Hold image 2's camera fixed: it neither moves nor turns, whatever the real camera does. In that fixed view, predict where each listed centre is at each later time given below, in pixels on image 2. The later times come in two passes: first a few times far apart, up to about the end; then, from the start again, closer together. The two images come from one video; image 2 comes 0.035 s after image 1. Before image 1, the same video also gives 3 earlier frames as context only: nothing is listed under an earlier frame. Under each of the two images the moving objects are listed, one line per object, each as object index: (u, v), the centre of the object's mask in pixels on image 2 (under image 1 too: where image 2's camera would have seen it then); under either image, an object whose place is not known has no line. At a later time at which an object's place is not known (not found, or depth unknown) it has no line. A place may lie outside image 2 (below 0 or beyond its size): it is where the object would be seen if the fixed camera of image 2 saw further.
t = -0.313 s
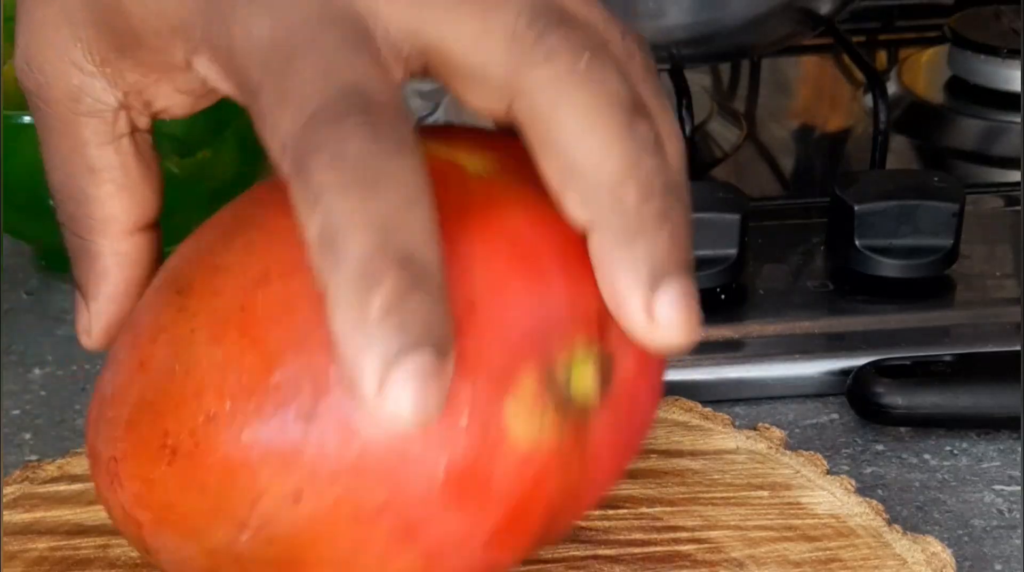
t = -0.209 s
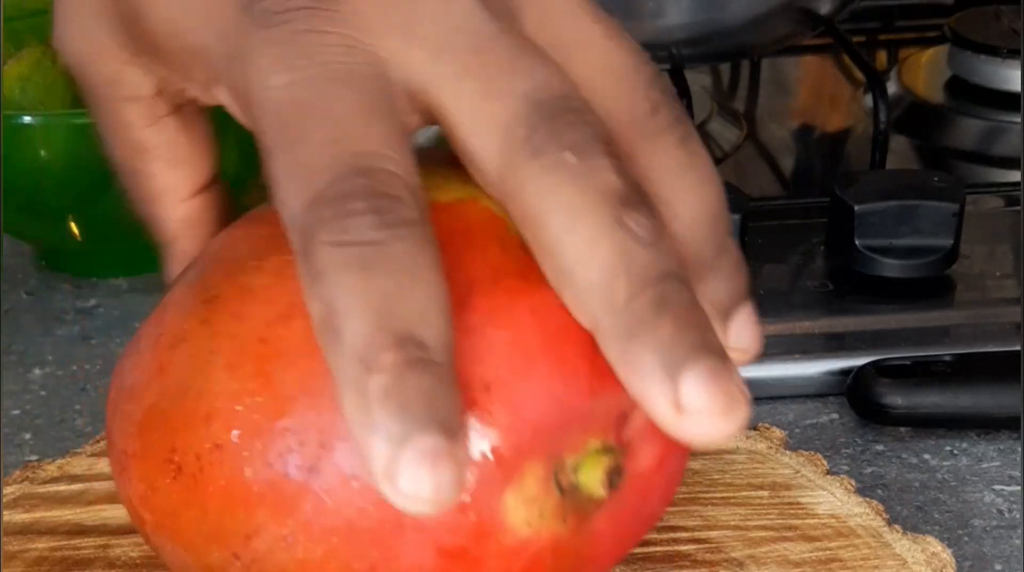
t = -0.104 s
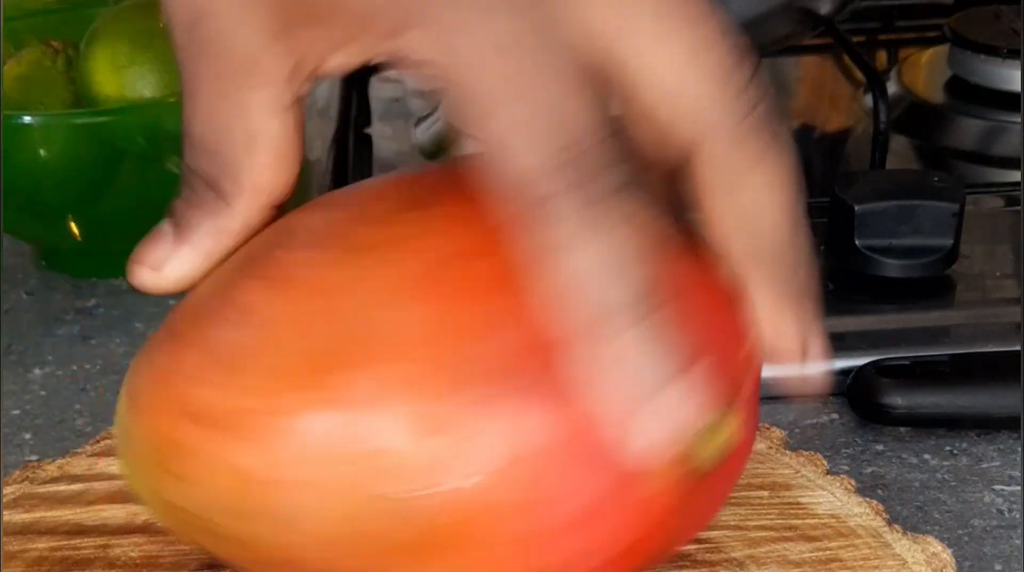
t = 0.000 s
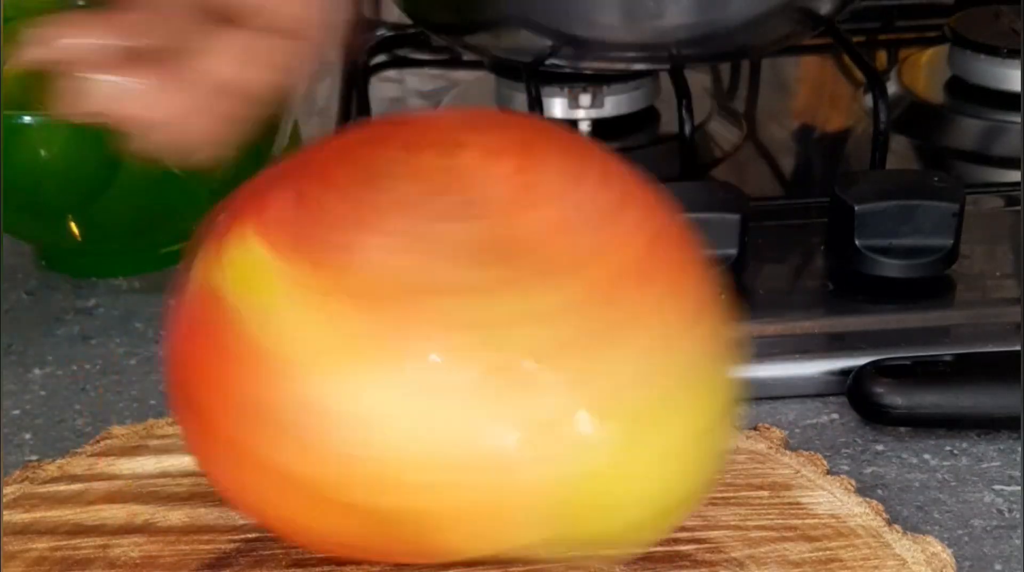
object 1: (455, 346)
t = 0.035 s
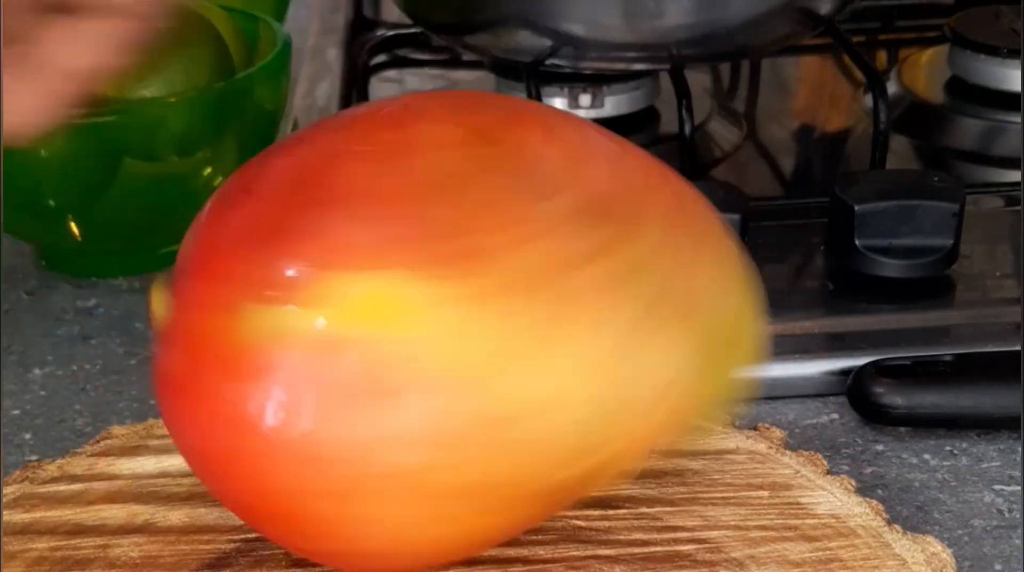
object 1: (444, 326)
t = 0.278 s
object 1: (479, 269)
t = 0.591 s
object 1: (593, 229)
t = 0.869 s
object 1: (659, 222)
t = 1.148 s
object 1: (649, 225)
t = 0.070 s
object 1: (420, 328)
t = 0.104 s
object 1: (425, 308)
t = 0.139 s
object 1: (417, 293)
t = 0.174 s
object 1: (416, 294)
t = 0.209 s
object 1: (433, 291)
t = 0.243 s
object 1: (453, 280)
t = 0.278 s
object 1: (479, 269)
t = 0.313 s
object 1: (487, 259)
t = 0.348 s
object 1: (494, 252)
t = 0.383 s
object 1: (528, 246)
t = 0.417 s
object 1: (544, 242)
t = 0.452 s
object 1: (545, 241)
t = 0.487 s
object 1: (547, 242)
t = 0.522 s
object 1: (566, 234)
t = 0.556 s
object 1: (575, 229)
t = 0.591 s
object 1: (593, 229)
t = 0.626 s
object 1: (600, 225)
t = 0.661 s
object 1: (594, 215)
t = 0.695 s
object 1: (609, 223)
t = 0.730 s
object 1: (625, 230)
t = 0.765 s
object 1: (641, 231)
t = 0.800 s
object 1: (652, 229)
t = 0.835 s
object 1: (657, 225)
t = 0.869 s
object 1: (659, 222)
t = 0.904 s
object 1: (659, 226)
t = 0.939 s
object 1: (654, 225)
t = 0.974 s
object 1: (649, 225)
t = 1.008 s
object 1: (649, 225)
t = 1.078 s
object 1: (649, 225)
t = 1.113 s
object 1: (649, 225)
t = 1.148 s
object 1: (649, 225)
